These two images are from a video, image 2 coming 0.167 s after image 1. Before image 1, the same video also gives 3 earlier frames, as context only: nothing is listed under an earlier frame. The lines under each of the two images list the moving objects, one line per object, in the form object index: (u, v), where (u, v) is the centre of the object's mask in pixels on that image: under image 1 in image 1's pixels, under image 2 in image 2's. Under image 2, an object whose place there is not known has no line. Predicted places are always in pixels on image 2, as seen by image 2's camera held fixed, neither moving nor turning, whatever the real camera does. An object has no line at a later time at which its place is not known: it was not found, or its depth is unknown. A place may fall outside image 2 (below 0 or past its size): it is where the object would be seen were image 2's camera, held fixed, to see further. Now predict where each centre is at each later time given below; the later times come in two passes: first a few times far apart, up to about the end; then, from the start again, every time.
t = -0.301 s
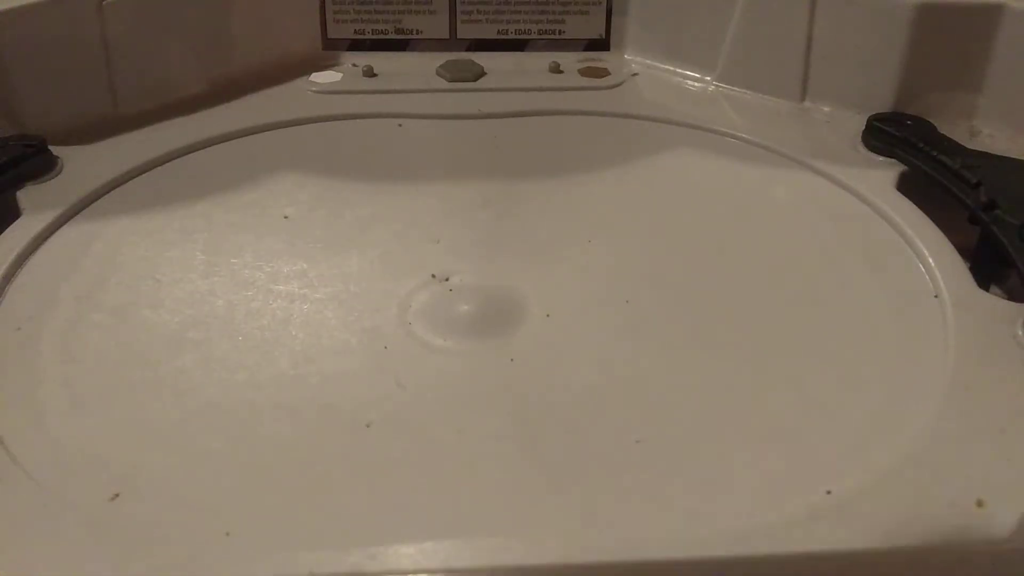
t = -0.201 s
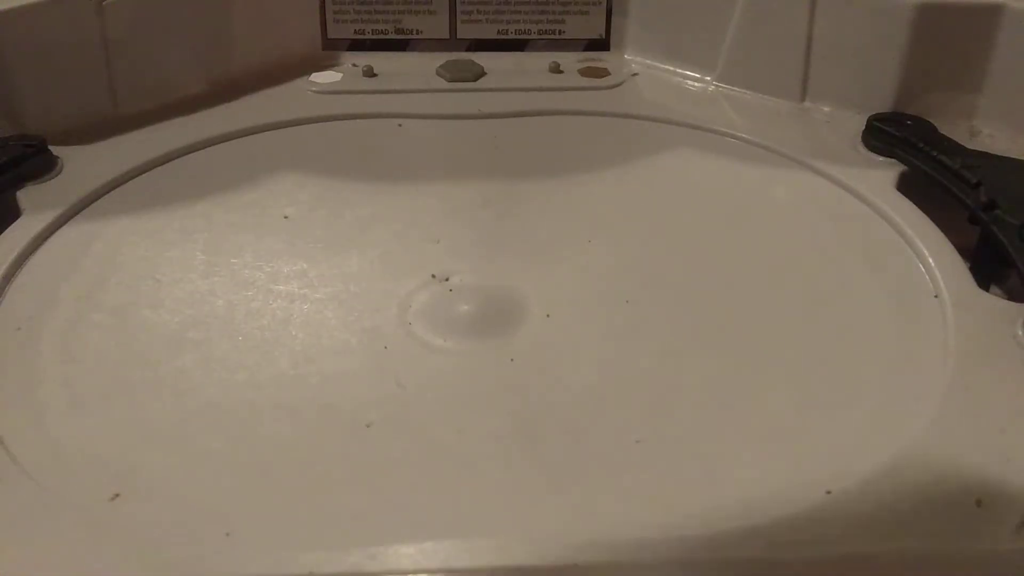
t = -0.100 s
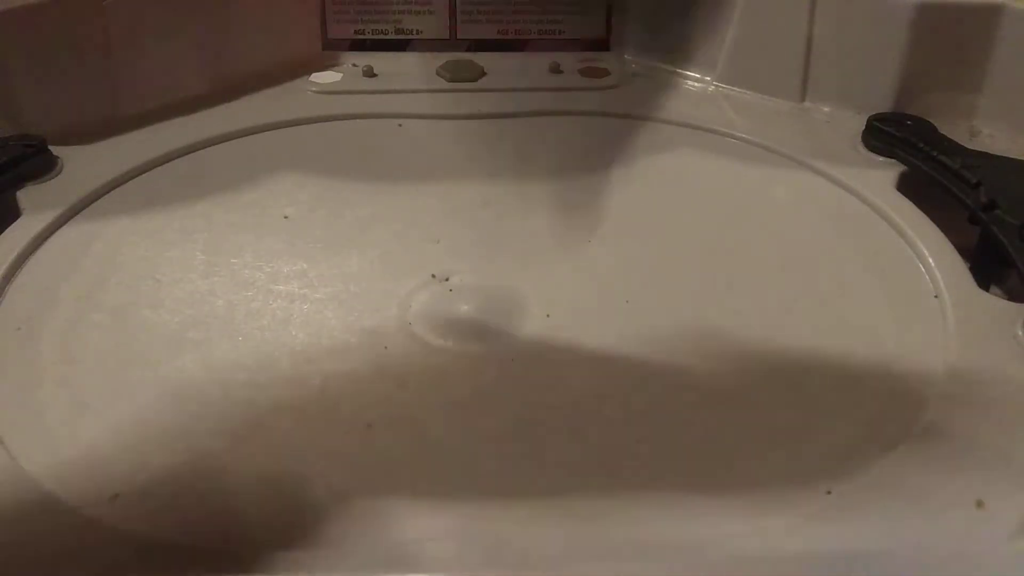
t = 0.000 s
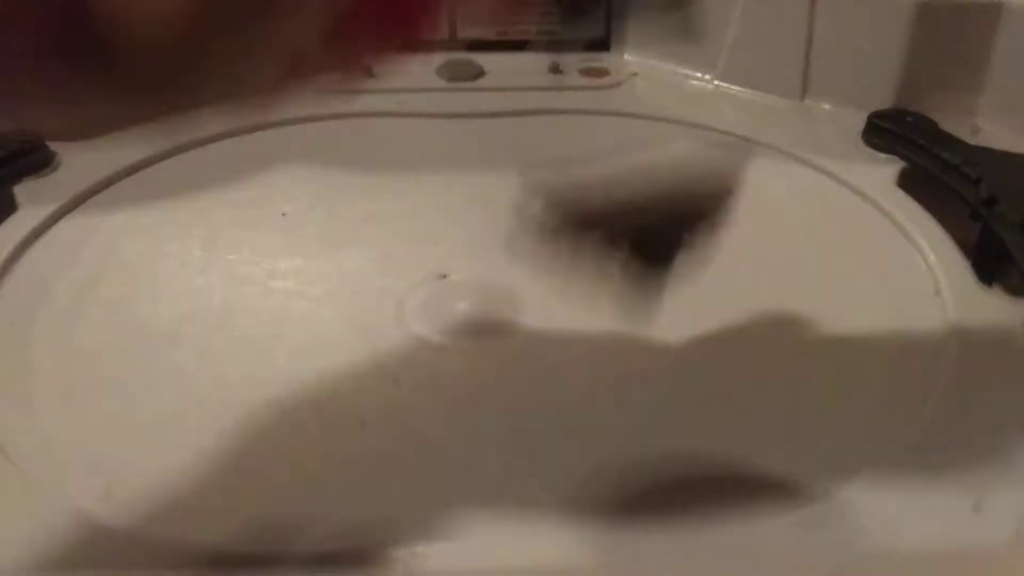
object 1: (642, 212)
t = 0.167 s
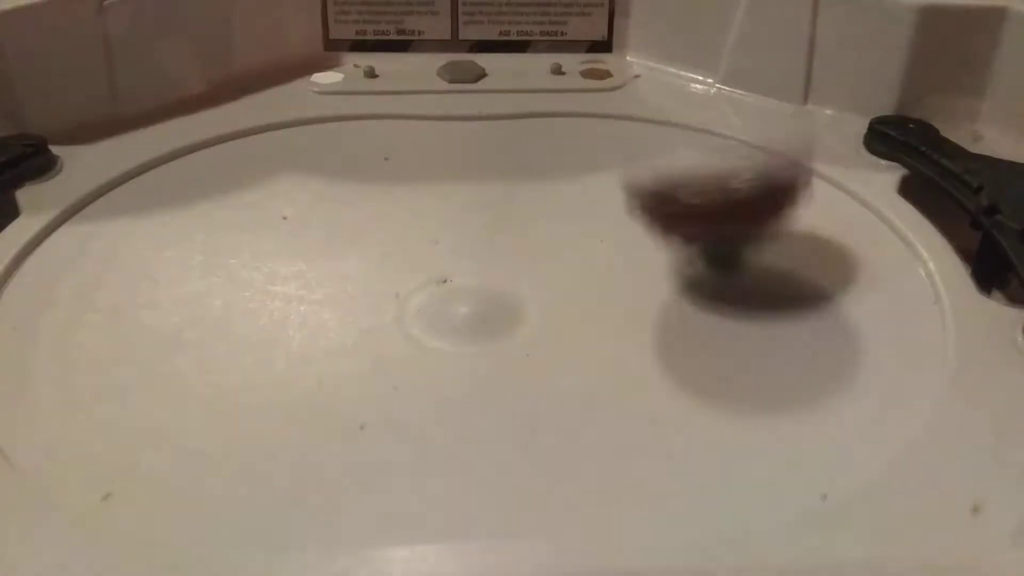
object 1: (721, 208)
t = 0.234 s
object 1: (688, 125)
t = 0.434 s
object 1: (514, 154)
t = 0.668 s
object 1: (181, 174)
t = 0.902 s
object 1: (150, 299)
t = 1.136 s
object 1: (402, 319)
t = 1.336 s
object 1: (389, 192)
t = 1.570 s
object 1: (230, 97)
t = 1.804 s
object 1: (115, 140)
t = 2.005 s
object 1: (121, 180)
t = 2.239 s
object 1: (273, 178)
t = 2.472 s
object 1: (360, 138)
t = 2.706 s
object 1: (380, 130)
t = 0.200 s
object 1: (699, 164)
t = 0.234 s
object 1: (688, 125)
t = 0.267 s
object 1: (671, 117)
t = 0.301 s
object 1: (649, 131)
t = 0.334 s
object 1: (622, 163)
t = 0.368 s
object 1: (586, 145)
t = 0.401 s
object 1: (551, 147)
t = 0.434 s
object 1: (514, 154)
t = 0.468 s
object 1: (474, 150)
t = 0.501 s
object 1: (432, 150)
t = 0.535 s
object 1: (384, 157)
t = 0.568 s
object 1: (339, 162)
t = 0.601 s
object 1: (287, 162)
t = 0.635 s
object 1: (229, 166)
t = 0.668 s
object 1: (181, 174)
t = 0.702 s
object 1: (118, 175)
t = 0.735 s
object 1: (71, 181)
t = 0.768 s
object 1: (57, 193)
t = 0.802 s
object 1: (66, 201)
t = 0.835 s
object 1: (82, 258)
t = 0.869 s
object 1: (113, 278)
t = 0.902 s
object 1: (150, 299)
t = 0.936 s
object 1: (194, 320)
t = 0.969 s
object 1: (240, 335)
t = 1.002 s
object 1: (281, 342)
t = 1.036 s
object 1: (320, 344)
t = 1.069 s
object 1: (355, 339)
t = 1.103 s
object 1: (381, 333)
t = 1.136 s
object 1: (402, 319)
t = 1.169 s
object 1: (414, 300)
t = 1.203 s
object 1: (421, 281)
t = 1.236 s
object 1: (421, 260)
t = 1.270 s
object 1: (415, 237)
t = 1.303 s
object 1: (403, 213)
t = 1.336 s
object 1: (389, 192)
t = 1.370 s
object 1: (371, 172)
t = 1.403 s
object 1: (351, 157)
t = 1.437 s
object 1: (333, 143)
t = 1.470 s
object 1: (314, 129)
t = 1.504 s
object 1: (282, 115)
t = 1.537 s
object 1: (256, 105)
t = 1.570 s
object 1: (230, 97)
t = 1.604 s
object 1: (209, 94)
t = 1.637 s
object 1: (192, 102)
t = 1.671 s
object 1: (178, 108)
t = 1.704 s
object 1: (163, 118)
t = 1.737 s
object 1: (147, 125)
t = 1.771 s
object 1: (132, 132)
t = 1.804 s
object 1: (115, 140)
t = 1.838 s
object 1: (104, 147)
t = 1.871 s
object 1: (97, 155)
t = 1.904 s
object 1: (95, 161)
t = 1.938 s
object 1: (97, 168)
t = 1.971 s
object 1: (104, 174)
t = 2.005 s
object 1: (121, 180)
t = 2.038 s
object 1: (141, 185)
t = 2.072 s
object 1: (161, 188)
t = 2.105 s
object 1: (183, 188)
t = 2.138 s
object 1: (207, 188)
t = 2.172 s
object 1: (232, 185)
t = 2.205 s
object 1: (254, 182)
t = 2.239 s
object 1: (273, 178)
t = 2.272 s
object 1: (292, 174)
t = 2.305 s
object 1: (308, 168)
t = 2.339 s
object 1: (323, 162)
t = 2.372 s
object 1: (335, 156)
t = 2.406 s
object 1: (345, 150)
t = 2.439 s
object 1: (353, 144)
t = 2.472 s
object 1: (360, 138)
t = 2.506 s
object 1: (366, 132)
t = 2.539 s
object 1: (369, 127)
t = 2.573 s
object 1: (371, 125)
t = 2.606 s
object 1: (372, 124)
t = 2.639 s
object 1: (373, 125)
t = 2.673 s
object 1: (375, 126)
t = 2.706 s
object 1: (380, 130)
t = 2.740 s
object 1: (386, 134)
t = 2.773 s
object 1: (395, 138)
